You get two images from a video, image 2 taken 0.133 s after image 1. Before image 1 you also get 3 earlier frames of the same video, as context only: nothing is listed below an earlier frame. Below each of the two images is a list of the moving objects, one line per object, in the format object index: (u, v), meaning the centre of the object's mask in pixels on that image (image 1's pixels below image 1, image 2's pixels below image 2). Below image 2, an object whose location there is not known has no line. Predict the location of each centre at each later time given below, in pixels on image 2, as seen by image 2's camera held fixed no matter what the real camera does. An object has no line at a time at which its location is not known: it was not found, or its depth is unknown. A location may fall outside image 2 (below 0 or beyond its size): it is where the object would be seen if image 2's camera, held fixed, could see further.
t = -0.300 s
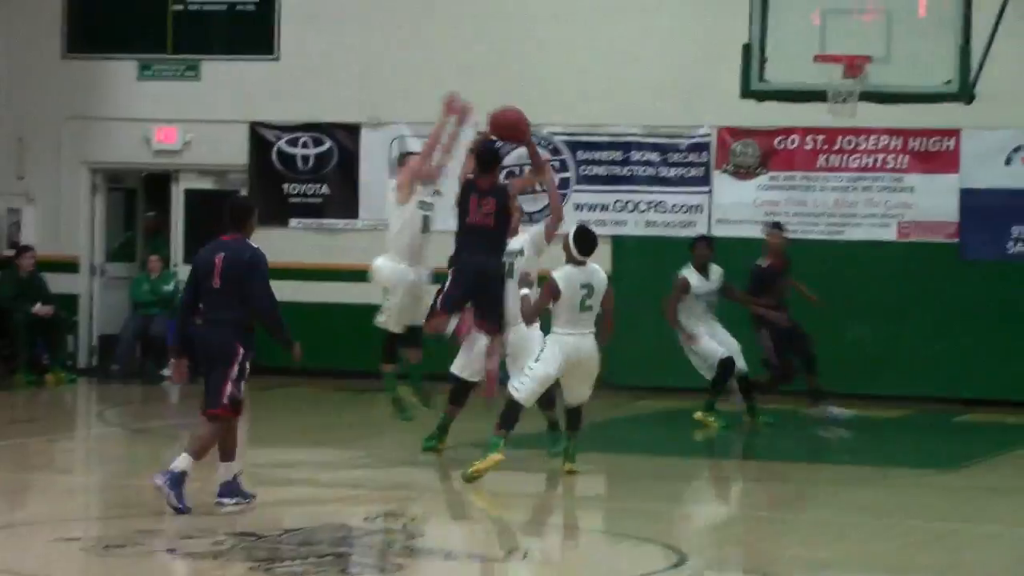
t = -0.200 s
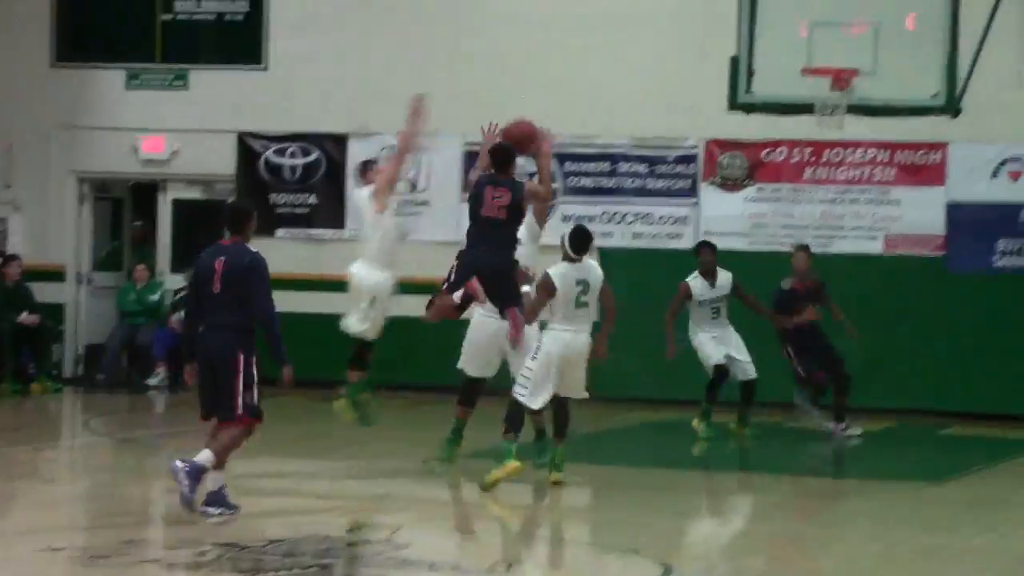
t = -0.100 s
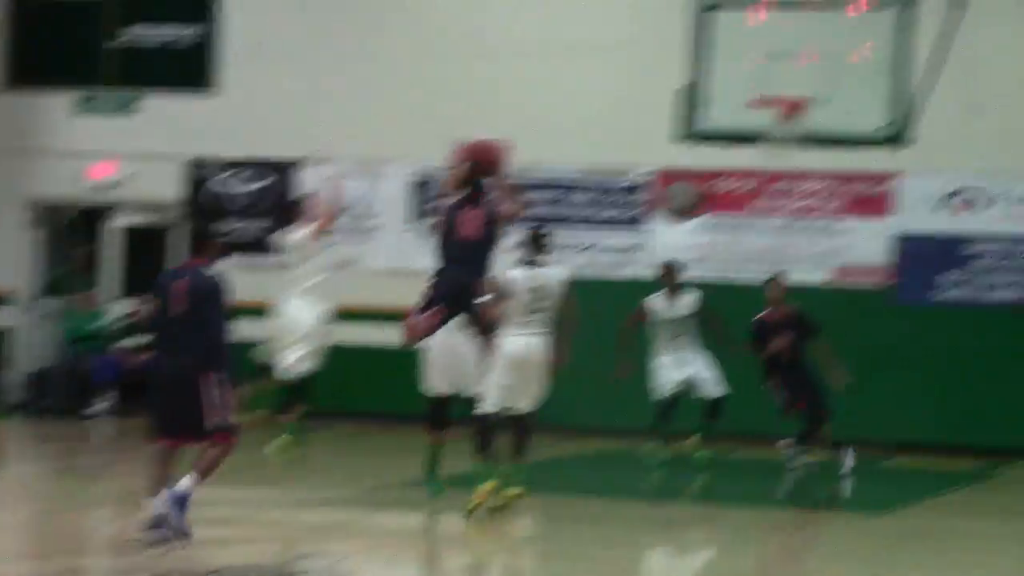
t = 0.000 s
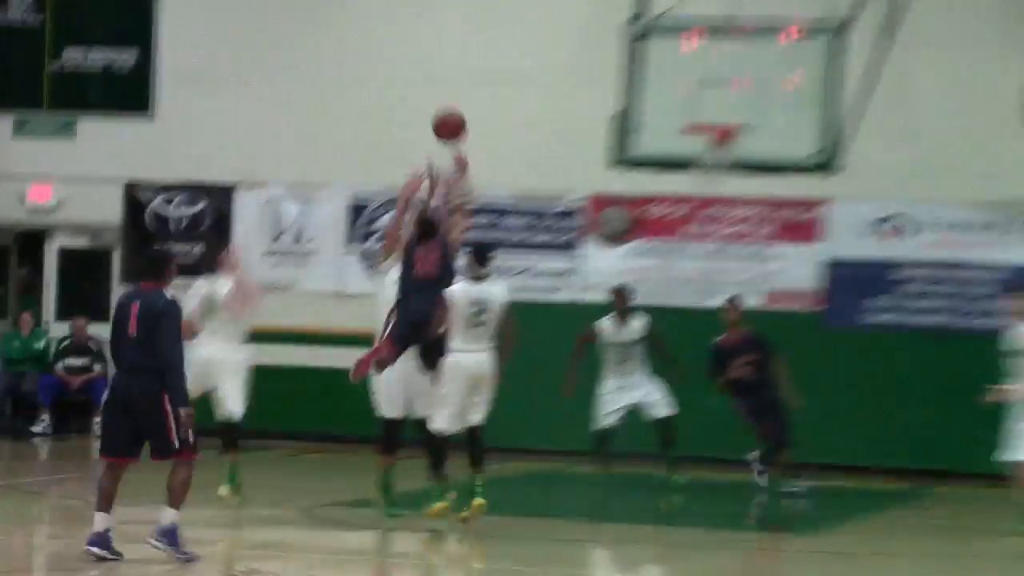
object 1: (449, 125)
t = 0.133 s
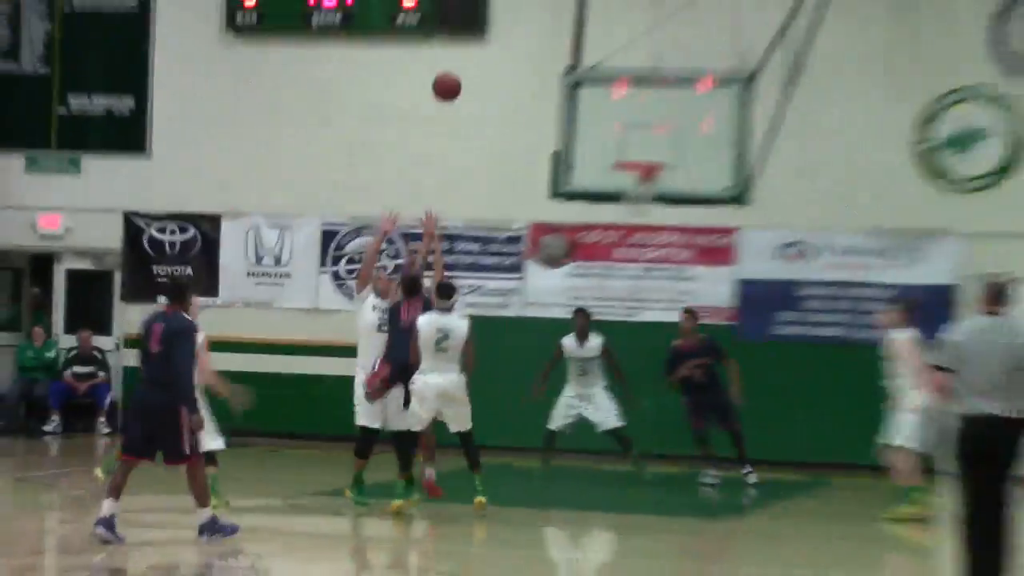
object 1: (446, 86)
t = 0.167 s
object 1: (456, 71)
